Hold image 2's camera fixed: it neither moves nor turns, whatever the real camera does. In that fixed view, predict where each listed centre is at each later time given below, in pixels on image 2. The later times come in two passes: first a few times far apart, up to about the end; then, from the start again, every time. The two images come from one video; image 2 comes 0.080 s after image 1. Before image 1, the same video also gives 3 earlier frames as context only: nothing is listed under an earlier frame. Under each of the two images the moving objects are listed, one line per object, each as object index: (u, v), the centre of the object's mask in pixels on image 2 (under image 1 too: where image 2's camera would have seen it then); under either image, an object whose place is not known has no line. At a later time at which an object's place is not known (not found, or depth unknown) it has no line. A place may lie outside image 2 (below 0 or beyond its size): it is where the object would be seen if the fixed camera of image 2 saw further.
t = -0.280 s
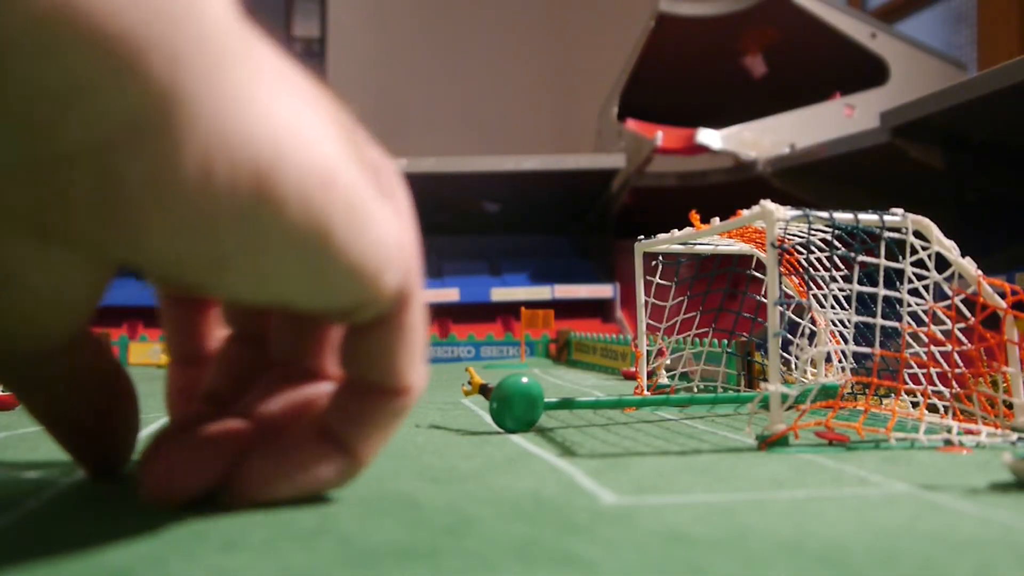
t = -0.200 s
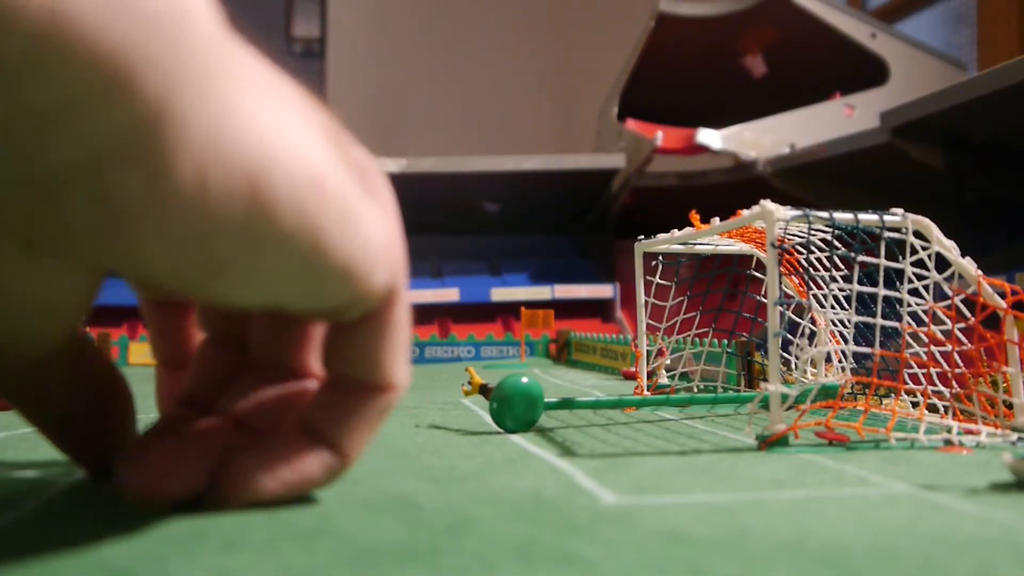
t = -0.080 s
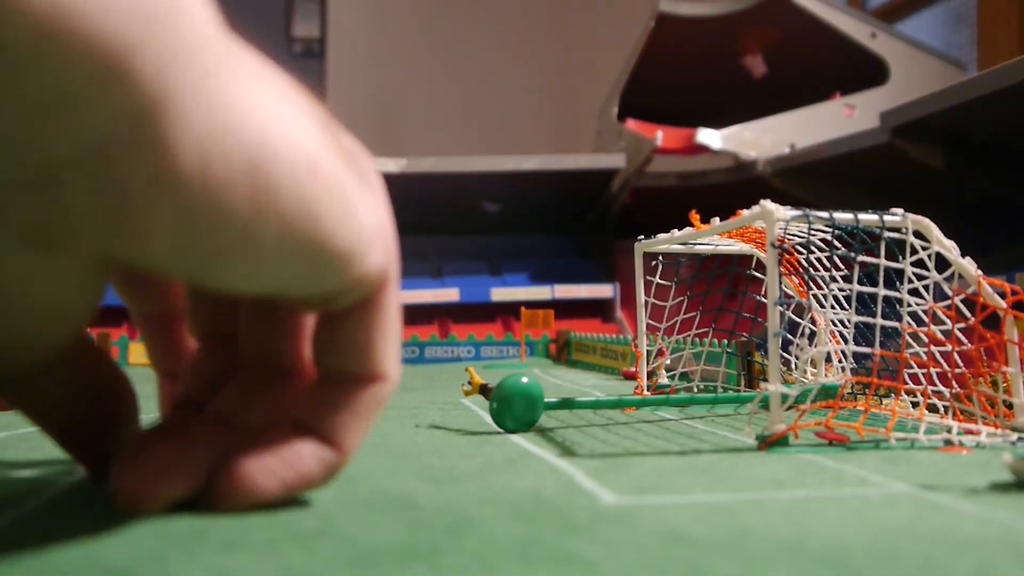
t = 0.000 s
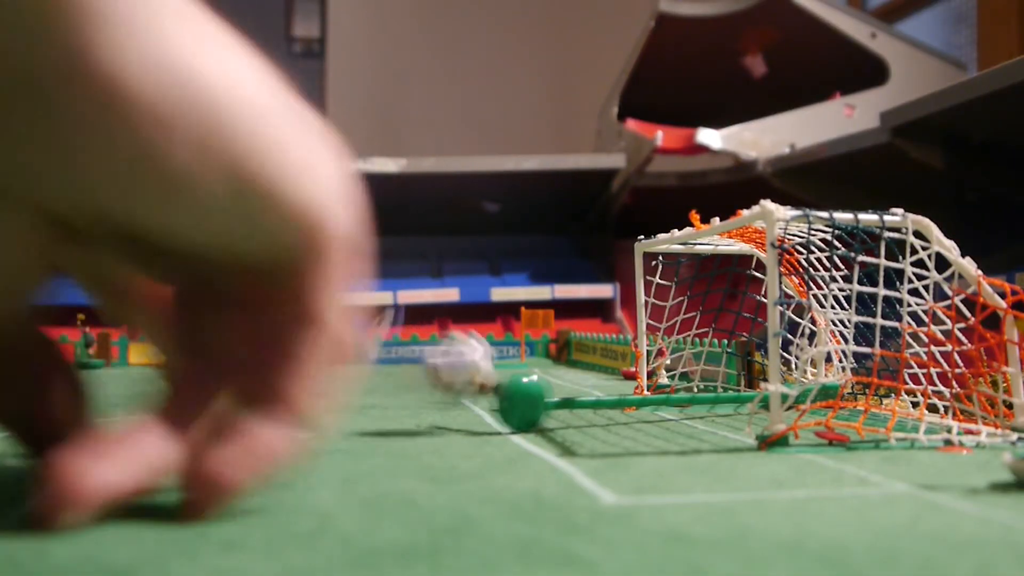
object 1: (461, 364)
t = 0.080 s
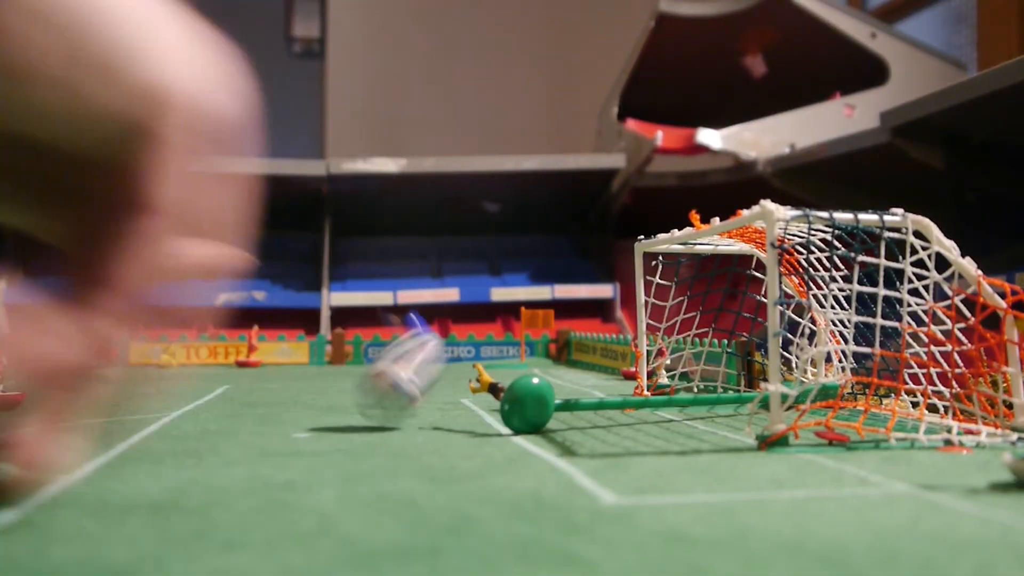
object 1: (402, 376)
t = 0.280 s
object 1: (286, 392)
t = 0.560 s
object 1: (171, 388)
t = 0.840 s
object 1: (105, 387)
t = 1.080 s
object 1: (90, 387)
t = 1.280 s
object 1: (92, 387)
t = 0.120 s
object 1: (376, 381)
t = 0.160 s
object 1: (356, 390)
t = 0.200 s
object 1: (332, 390)
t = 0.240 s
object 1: (309, 392)
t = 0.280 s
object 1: (286, 392)
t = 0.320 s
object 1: (264, 391)
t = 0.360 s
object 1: (247, 390)
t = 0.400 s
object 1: (229, 390)
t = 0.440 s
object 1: (212, 389)
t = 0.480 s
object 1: (196, 389)
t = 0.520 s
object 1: (184, 389)
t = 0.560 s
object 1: (171, 388)
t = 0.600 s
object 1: (161, 388)
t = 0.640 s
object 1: (150, 388)
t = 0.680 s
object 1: (140, 387)
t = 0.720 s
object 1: (129, 387)
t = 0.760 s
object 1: (120, 387)
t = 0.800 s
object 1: (112, 387)
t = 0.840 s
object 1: (105, 387)
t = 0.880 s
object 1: (99, 387)
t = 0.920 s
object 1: (95, 387)
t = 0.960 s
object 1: (91, 387)
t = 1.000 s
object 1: (89, 387)
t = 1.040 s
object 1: (89, 387)
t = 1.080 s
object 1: (90, 387)
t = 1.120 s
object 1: (92, 387)
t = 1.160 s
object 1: (92, 387)
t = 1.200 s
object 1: (93, 387)
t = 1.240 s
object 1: (92, 387)
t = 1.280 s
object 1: (92, 387)
